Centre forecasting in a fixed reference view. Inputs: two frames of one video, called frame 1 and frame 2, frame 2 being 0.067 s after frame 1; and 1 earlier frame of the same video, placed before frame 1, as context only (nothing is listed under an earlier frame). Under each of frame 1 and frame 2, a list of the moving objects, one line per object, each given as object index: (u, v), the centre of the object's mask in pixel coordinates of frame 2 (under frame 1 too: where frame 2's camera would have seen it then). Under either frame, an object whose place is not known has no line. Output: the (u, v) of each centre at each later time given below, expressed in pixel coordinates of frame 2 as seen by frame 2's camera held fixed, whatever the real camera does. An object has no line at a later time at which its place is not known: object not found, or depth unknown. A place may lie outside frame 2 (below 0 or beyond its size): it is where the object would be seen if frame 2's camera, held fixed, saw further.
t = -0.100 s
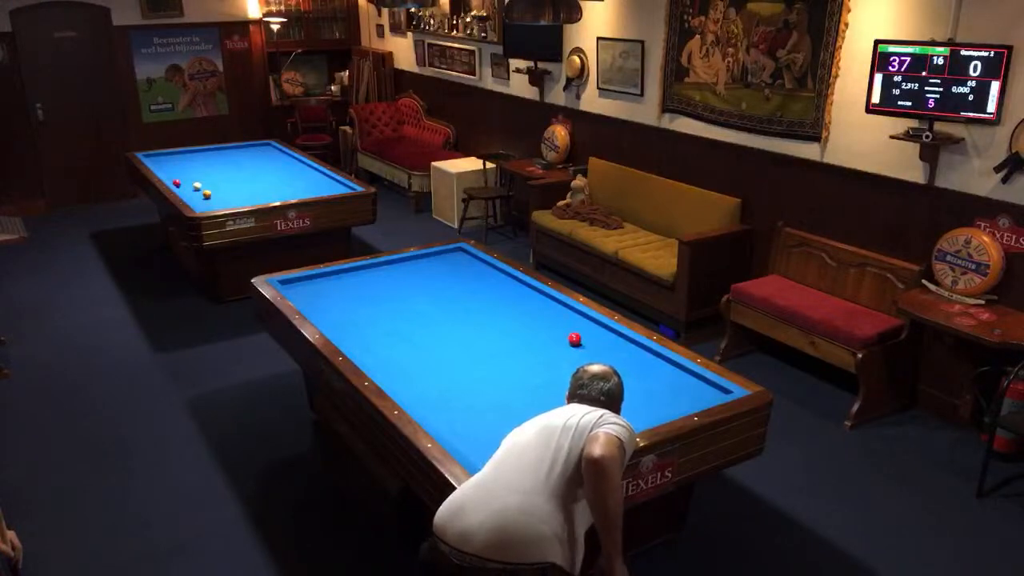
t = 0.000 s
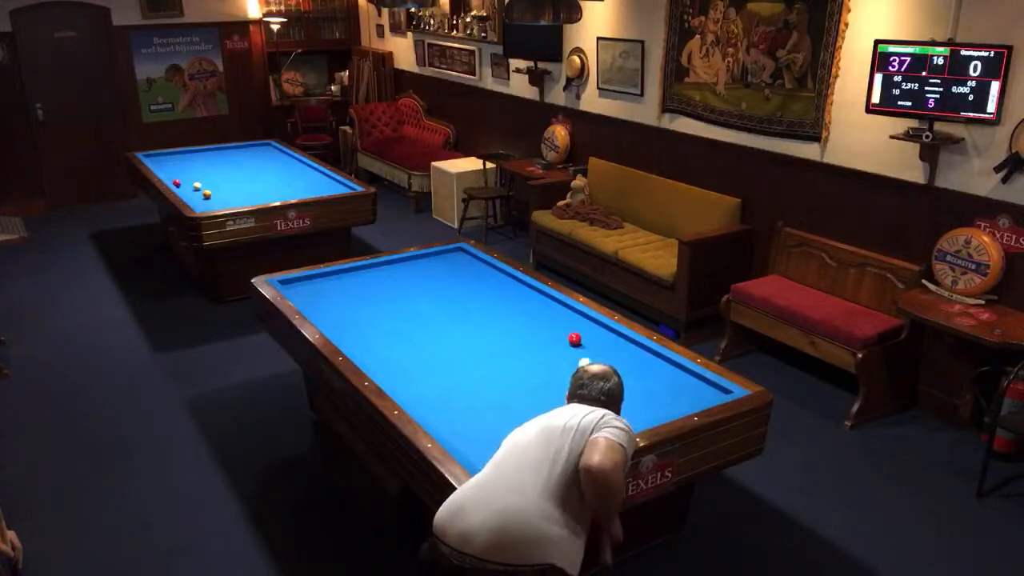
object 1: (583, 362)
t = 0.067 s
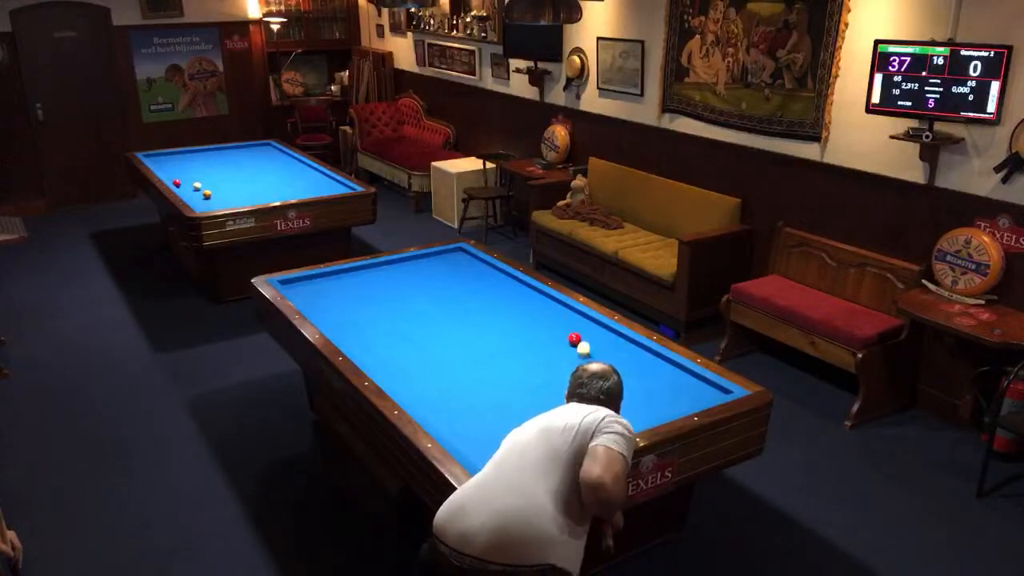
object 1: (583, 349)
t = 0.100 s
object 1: (584, 343)
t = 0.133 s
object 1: (591, 340)
